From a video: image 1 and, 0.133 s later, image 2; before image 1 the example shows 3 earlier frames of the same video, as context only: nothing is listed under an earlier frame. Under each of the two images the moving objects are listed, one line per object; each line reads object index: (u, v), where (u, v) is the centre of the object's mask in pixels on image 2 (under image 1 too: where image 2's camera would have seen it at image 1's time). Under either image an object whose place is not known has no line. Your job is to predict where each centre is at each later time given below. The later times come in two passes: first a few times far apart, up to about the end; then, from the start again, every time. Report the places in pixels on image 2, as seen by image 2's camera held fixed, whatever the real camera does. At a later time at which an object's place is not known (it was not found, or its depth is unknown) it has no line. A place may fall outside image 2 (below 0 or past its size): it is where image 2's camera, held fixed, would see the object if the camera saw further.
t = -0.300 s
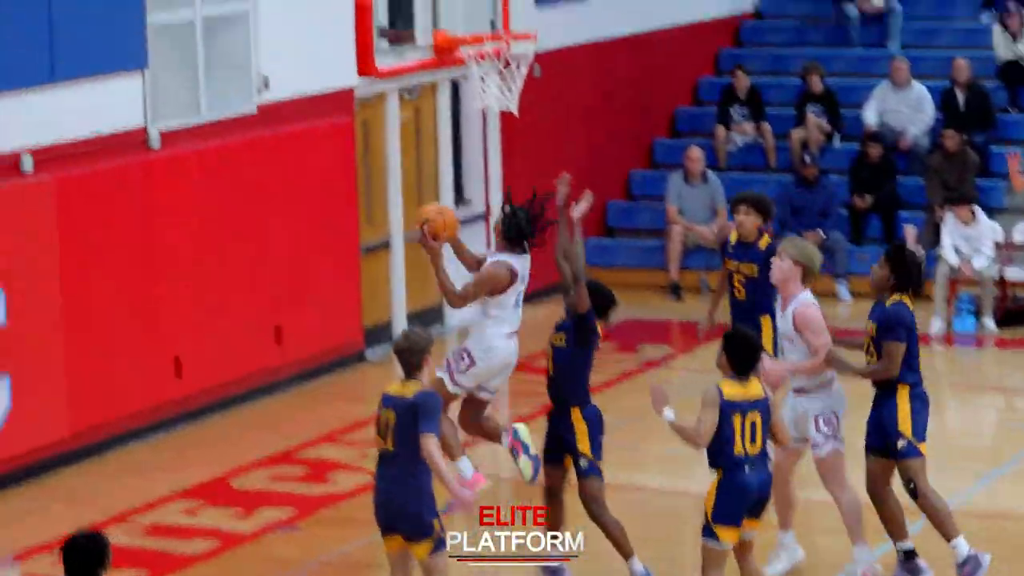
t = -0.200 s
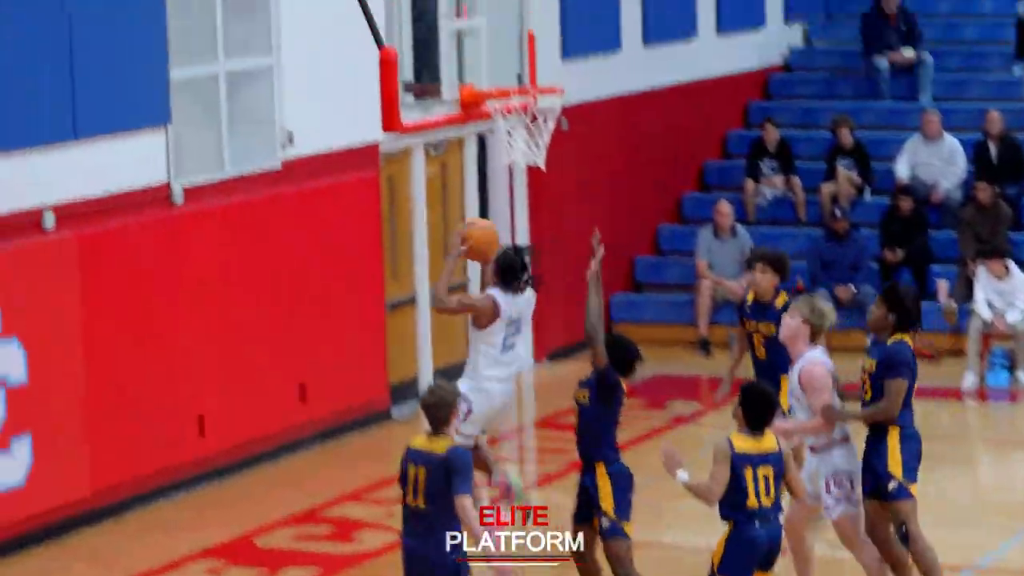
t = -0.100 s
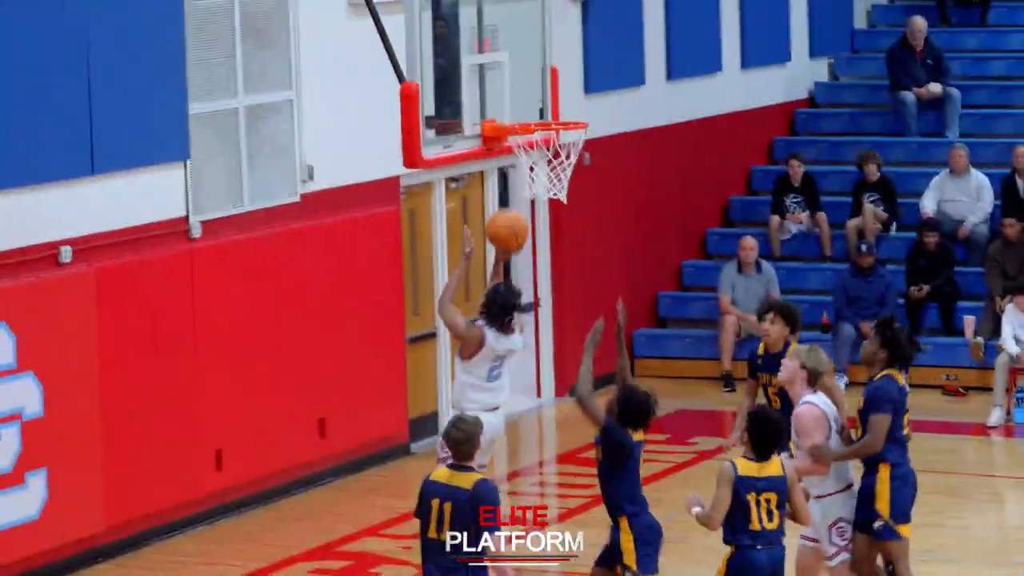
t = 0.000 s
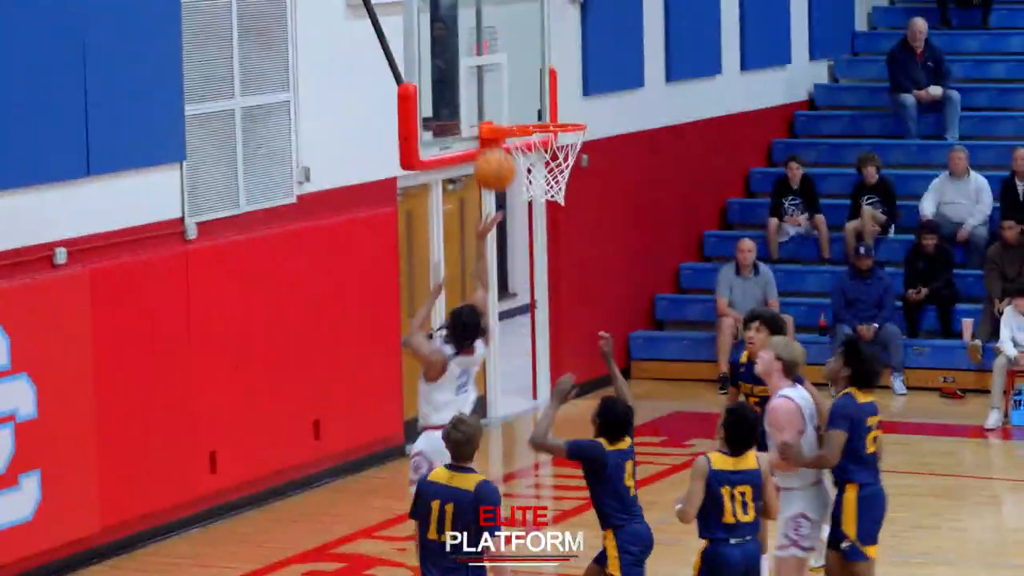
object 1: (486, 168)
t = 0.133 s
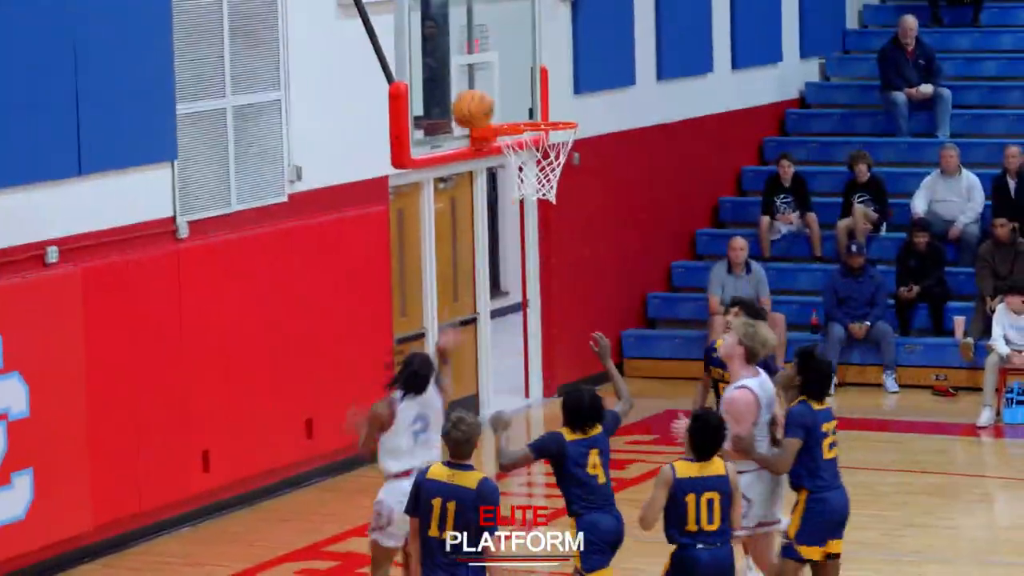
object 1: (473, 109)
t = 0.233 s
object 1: (481, 92)
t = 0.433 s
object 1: (546, 124)
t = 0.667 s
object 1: (558, 182)
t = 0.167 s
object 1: (469, 99)
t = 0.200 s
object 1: (470, 93)
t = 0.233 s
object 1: (481, 92)
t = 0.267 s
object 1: (491, 93)
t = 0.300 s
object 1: (502, 96)
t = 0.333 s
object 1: (513, 100)
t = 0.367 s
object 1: (524, 106)
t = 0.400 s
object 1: (534, 112)
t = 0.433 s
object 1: (546, 124)
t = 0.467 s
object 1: (557, 138)
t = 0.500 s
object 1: (563, 146)
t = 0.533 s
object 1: (567, 150)
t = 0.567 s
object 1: (570, 153)
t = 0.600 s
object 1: (566, 150)
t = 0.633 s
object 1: (559, 178)
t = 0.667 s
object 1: (558, 182)
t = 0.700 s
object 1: (556, 188)
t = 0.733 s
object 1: (554, 195)
